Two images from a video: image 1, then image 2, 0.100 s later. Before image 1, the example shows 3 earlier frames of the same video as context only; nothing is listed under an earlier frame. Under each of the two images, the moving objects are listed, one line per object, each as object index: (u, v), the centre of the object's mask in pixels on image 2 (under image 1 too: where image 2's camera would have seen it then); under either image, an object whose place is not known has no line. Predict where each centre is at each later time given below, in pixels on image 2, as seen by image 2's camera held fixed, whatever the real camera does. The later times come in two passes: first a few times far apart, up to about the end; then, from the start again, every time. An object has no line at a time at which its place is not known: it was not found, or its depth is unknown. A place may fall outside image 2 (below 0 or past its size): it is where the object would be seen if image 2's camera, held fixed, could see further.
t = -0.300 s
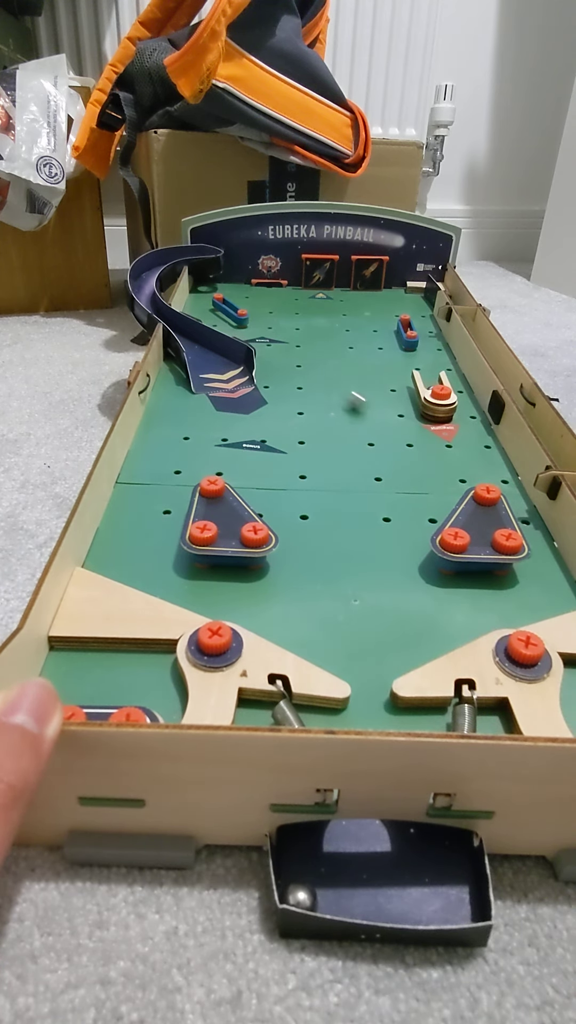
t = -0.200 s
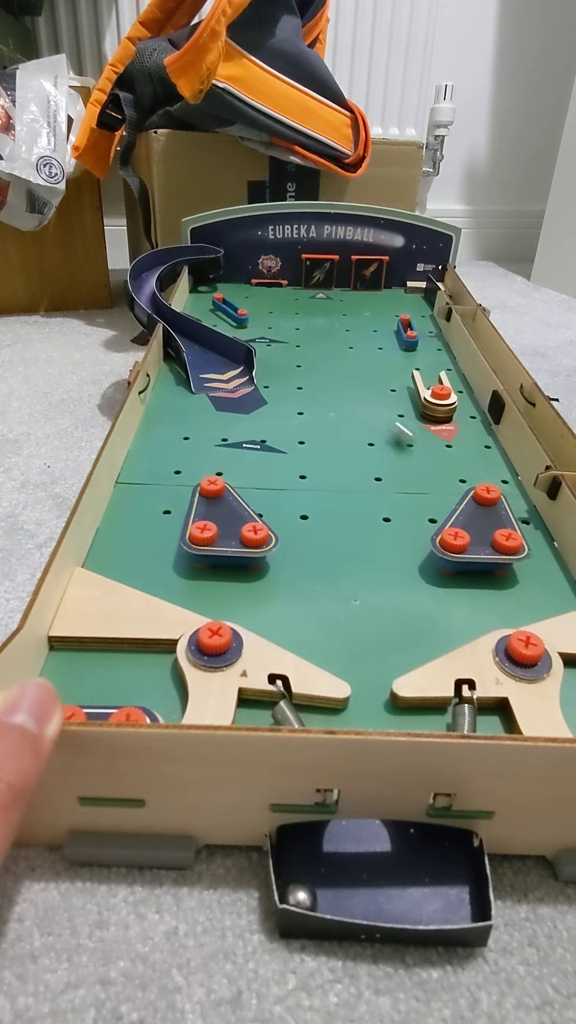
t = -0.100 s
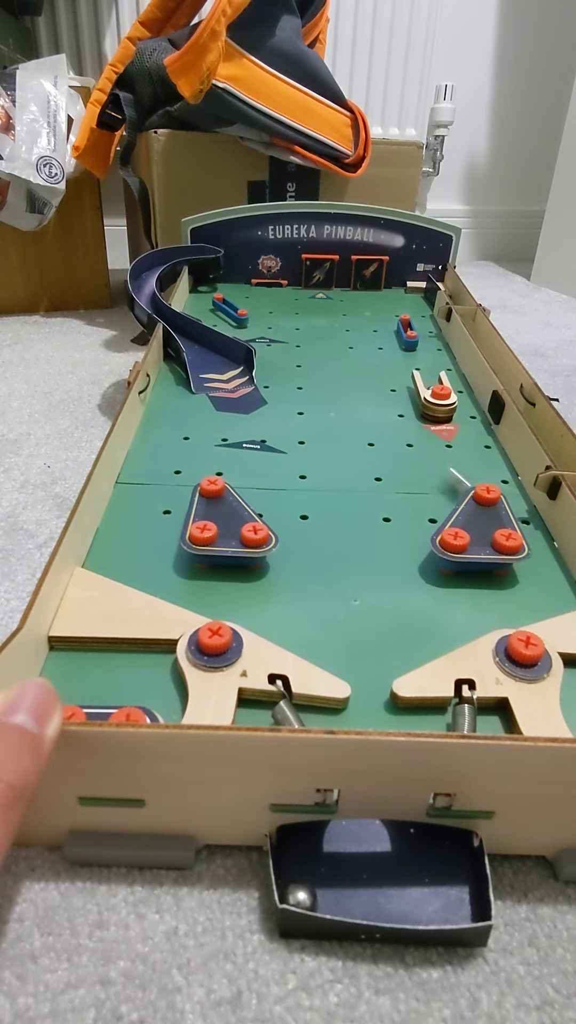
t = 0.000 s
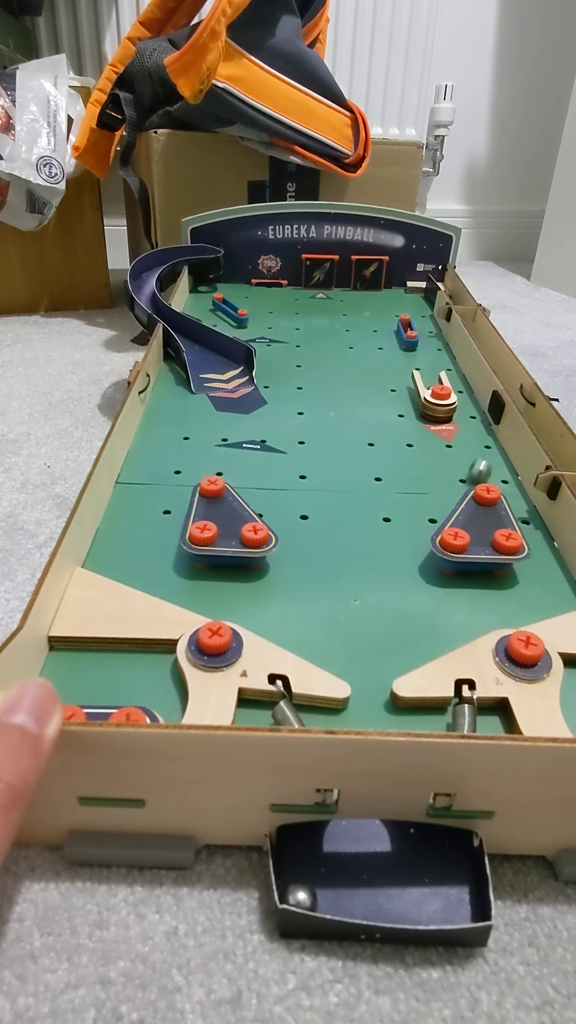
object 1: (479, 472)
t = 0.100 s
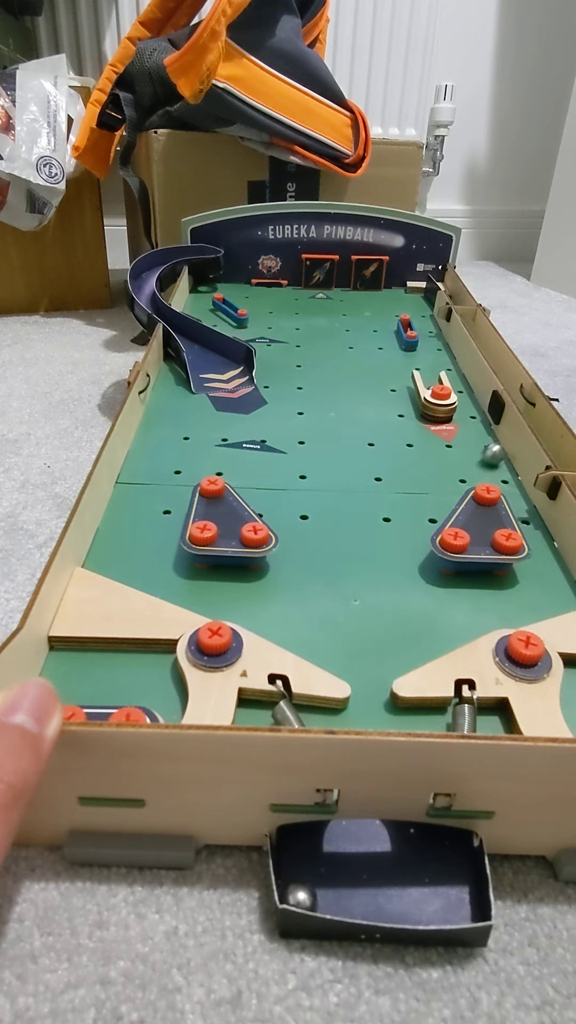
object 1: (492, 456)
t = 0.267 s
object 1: (495, 447)
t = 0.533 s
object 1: (498, 479)
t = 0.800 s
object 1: (566, 590)
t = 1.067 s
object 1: (526, 605)
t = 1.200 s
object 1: (494, 620)
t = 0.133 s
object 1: (497, 452)
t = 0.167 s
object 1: (500, 449)
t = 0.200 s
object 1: (498, 447)
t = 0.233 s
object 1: (496, 447)
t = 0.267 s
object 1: (495, 447)
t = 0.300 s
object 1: (494, 448)
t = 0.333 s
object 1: (493, 449)
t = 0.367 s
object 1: (493, 451)
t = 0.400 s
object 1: (493, 456)
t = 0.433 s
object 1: (493, 460)
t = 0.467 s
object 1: (494, 466)
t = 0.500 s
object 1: (496, 472)
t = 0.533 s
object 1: (498, 479)
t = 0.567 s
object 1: (503, 485)
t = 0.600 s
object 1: (508, 496)
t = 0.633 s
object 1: (513, 508)
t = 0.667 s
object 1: (521, 519)
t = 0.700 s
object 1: (530, 532)
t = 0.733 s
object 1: (540, 553)
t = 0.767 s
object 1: (553, 571)
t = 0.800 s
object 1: (566, 590)
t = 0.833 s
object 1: (564, 593)
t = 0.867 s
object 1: (559, 590)
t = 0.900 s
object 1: (552, 589)
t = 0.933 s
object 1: (547, 589)
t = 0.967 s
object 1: (541, 591)
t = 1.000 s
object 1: (536, 595)
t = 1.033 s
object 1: (532, 599)
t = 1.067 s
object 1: (526, 605)
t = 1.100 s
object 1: (522, 612)
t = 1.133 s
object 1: (514, 614)
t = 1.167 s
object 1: (504, 617)
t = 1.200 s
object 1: (494, 620)
